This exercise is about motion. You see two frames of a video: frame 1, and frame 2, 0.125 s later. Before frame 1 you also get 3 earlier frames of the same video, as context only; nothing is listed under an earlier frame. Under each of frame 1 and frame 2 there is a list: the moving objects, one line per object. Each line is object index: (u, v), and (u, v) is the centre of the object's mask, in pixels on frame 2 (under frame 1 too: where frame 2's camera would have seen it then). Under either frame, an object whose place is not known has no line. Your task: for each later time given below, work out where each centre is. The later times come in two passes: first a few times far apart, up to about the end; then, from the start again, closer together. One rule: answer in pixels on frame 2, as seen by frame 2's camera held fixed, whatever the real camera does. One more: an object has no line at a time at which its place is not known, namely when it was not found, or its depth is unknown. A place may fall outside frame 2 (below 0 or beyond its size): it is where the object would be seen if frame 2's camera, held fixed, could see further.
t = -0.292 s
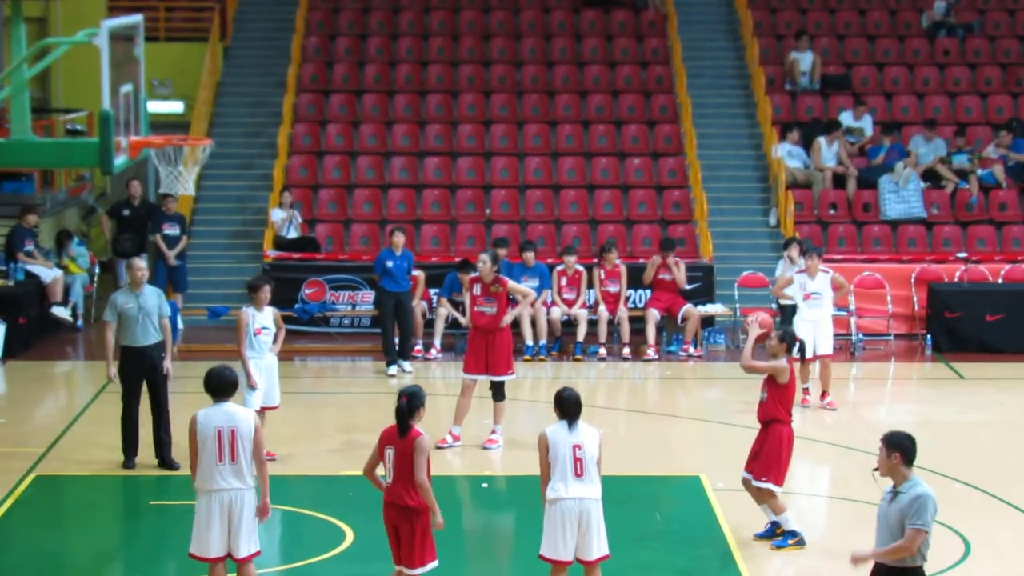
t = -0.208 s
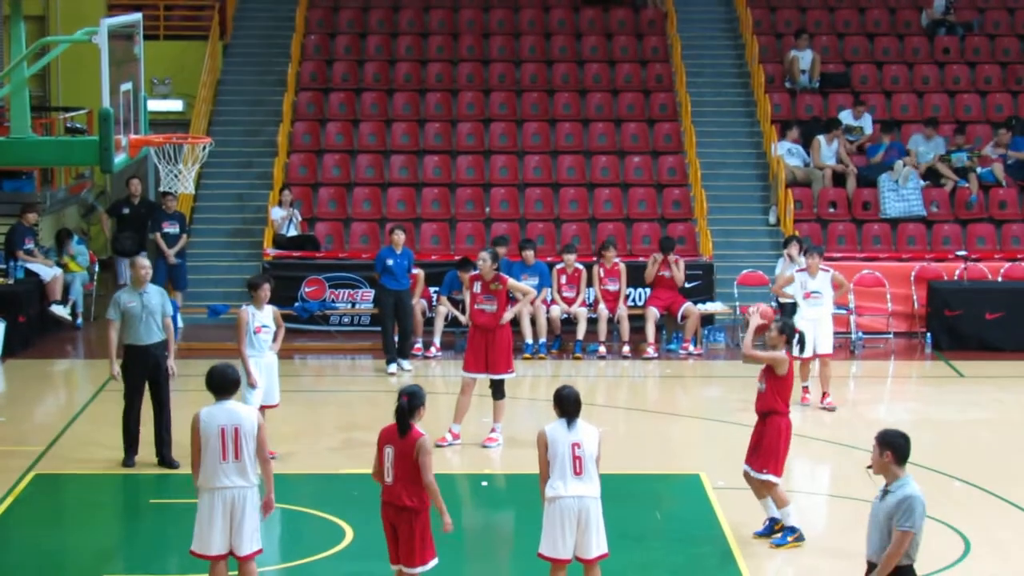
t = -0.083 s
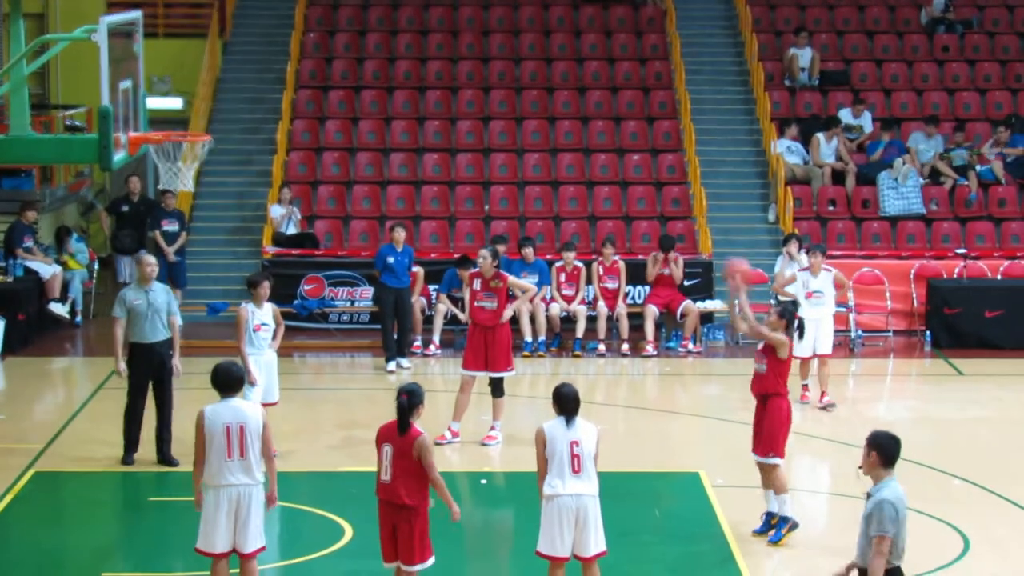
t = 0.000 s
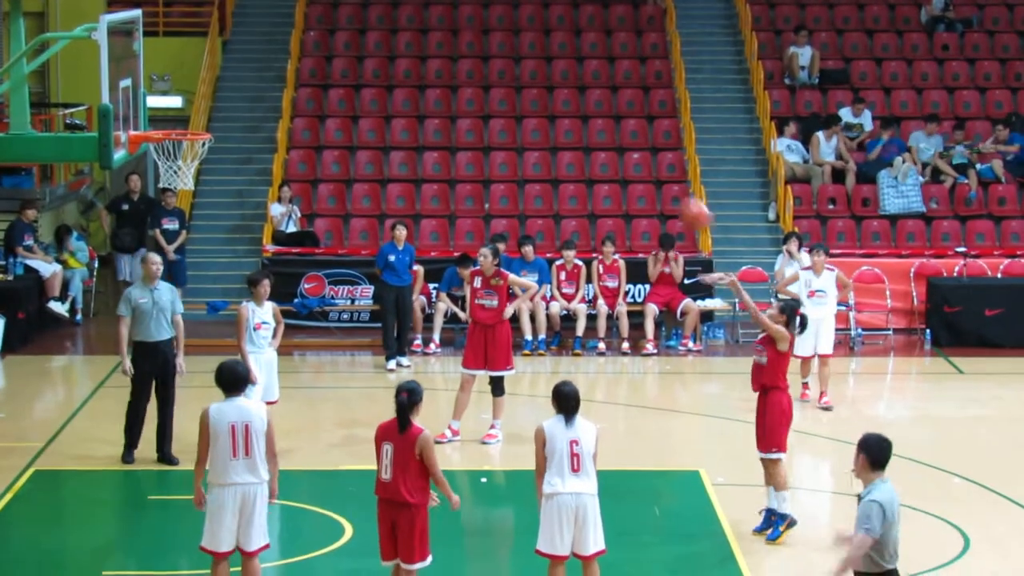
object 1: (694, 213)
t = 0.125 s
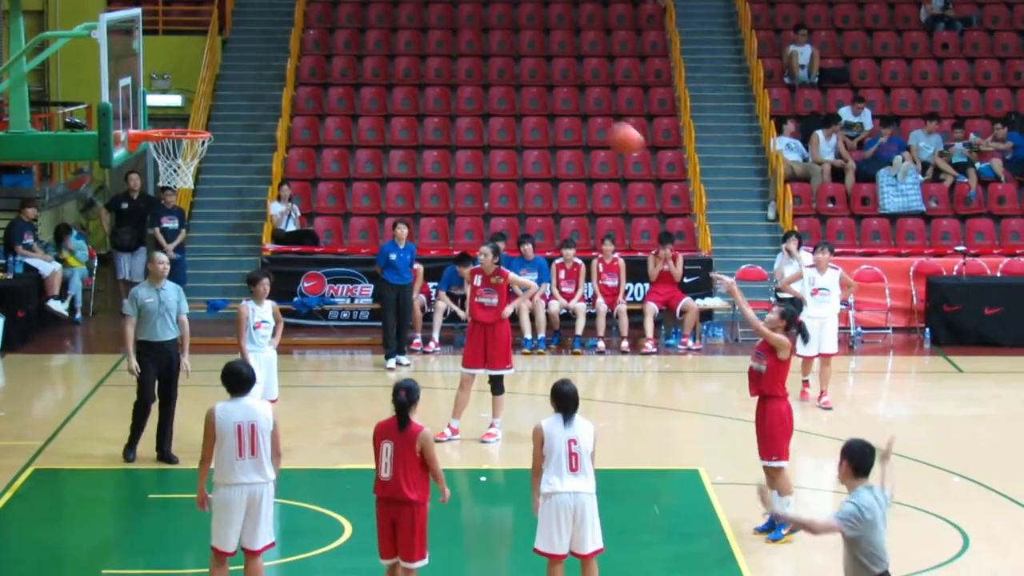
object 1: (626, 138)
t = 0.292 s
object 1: (533, 70)
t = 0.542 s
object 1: (394, 30)
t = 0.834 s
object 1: (230, 85)
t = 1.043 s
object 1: (168, 182)
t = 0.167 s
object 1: (603, 118)
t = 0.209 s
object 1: (579, 100)
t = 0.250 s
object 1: (555, 84)
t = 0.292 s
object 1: (533, 70)
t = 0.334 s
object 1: (510, 57)
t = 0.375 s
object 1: (486, 48)
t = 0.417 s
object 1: (463, 39)
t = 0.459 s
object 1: (439, 36)
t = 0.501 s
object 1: (417, 32)
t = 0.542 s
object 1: (394, 30)
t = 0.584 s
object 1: (369, 32)
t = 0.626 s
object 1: (346, 34)
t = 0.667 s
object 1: (323, 39)
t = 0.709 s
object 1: (300, 47)
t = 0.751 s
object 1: (275, 57)
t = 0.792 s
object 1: (253, 70)
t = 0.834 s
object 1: (230, 85)
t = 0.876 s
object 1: (207, 100)
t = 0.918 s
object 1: (182, 120)
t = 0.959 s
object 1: (164, 142)
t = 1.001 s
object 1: (164, 159)
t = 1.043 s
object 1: (168, 182)
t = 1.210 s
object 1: (185, 271)
